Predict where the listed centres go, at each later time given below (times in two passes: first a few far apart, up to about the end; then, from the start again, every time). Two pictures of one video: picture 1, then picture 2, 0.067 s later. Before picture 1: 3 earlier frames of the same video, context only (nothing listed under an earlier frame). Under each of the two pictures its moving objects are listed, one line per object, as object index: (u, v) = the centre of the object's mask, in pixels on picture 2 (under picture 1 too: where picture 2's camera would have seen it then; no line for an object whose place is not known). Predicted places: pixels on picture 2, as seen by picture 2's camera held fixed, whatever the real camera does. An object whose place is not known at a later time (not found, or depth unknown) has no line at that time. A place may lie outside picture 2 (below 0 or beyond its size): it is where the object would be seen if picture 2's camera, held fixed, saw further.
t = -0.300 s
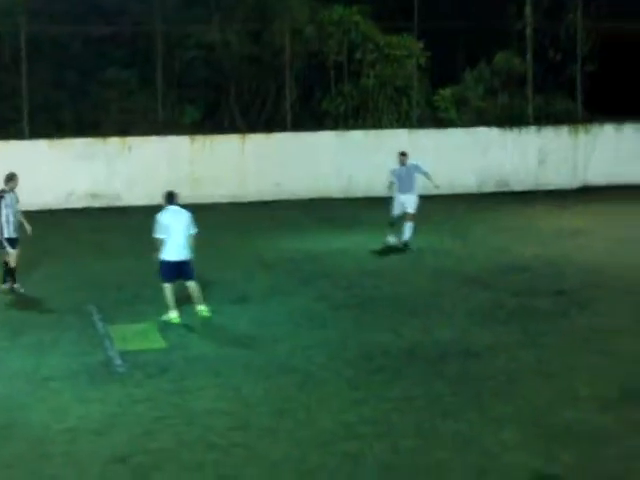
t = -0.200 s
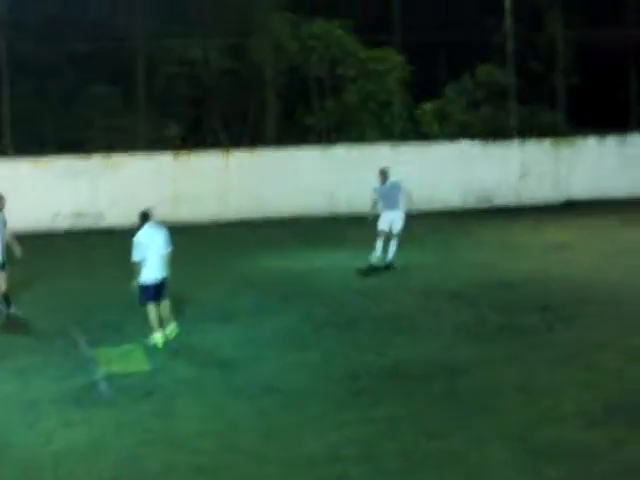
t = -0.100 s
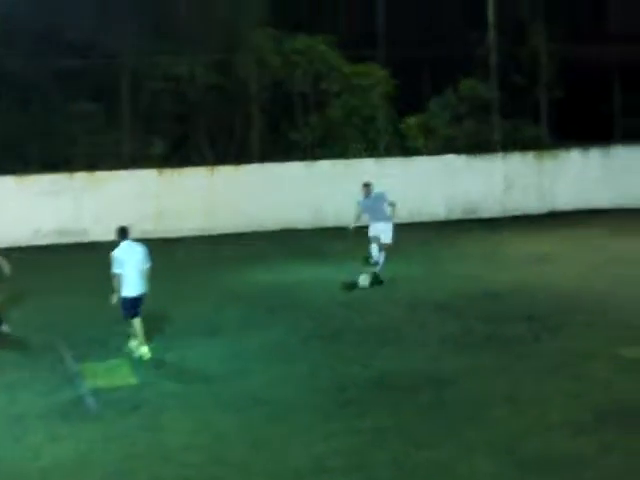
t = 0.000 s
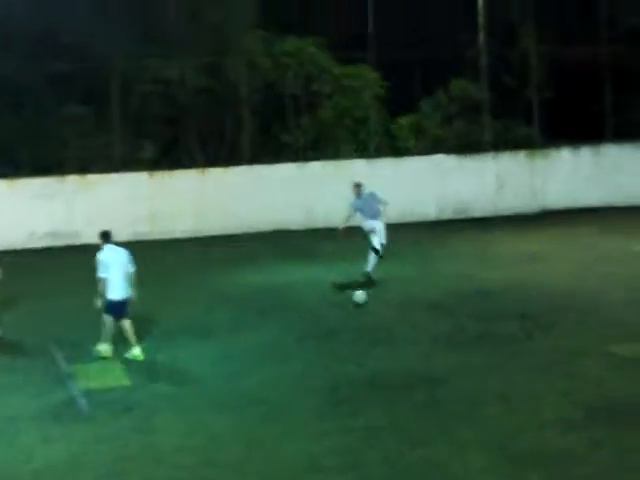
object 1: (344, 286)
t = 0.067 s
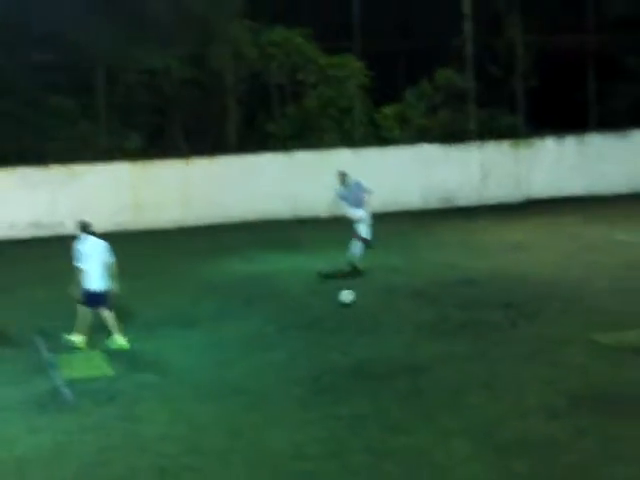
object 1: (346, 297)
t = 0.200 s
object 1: (352, 317)
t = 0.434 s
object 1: (364, 356)
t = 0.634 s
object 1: (381, 394)
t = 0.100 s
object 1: (347, 301)
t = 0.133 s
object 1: (349, 307)
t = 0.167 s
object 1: (351, 313)
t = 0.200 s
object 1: (352, 317)
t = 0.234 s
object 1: (354, 321)
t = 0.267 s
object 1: (355, 326)
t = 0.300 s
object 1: (357, 332)
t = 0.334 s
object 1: (359, 340)
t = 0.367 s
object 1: (360, 348)
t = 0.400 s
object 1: (362, 351)
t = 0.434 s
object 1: (364, 356)
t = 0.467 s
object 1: (367, 359)
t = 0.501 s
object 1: (370, 365)
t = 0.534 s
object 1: (373, 373)
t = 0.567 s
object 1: (375, 382)
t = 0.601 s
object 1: (377, 391)
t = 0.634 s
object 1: (381, 394)
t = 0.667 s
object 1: (383, 398)
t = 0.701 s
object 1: (387, 404)
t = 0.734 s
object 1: (389, 412)
